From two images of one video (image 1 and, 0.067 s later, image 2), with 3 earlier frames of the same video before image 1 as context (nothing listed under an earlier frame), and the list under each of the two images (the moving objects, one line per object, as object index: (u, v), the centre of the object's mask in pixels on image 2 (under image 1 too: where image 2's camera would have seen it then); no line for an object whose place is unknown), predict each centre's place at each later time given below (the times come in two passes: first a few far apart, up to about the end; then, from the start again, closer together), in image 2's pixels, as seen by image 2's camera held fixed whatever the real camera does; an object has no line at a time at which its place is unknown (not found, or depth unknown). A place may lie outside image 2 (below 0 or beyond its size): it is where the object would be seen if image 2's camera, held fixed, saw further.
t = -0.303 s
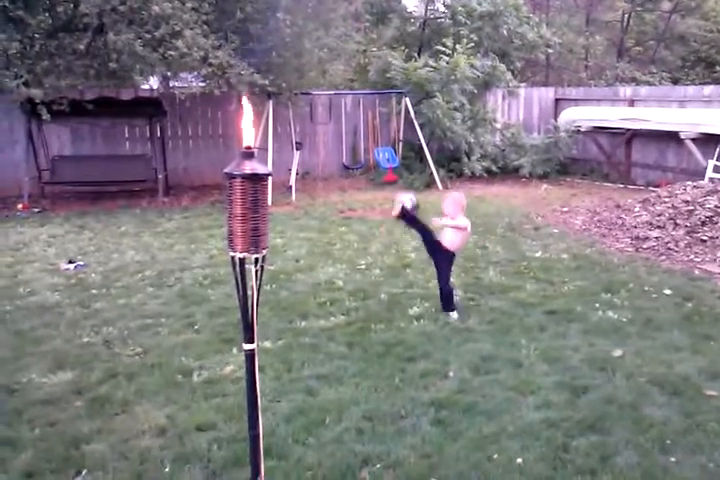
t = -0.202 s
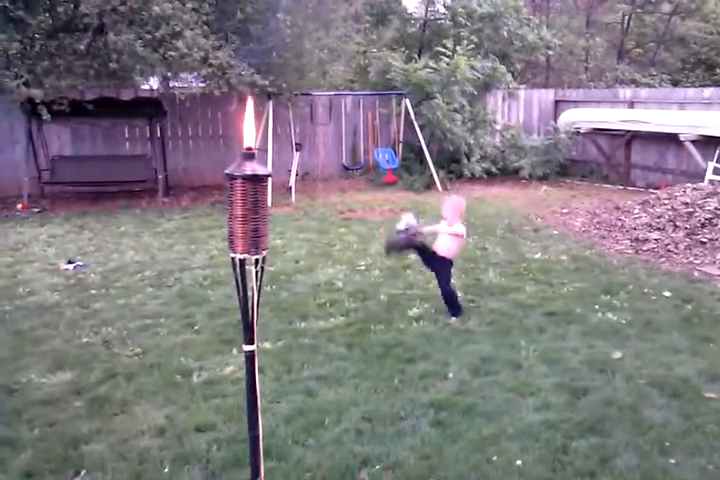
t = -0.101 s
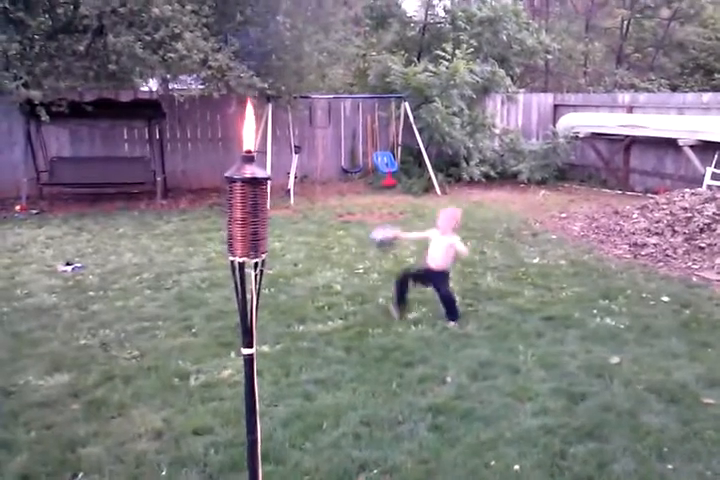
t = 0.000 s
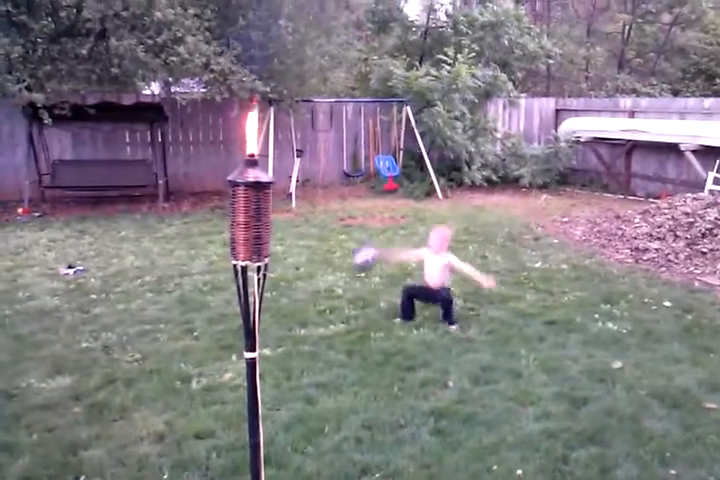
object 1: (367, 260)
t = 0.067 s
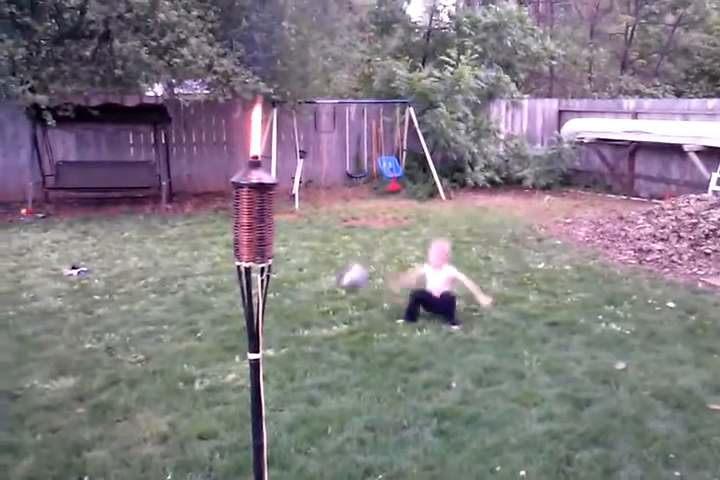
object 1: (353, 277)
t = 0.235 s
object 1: (317, 300)
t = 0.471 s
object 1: (277, 308)
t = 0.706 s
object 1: (240, 312)
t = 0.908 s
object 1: (218, 319)
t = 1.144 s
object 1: (203, 322)
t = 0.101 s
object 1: (346, 288)
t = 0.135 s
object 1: (338, 301)
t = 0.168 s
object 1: (330, 305)
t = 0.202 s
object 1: (323, 304)
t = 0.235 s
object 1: (317, 300)
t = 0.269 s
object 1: (311, 299)
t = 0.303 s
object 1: (305, 299)
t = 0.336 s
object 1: (298, 300)
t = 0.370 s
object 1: (292, 302)
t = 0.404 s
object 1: (286, 306)
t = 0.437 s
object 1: (279, 308)
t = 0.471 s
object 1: (277, 308)
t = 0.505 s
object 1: (272, 307)
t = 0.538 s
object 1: (268, 307)
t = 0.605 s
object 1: (249, 308)
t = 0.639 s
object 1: (244, 310)
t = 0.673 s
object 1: (243, 310)
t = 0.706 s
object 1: (240, 312)
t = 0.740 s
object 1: (237, 313)
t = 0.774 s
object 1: (233, 313)
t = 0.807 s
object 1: (230, 316)
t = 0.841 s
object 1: (225, 318)
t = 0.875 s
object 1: (221, 319)
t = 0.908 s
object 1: (218, 319)
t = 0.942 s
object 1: (217, 318)
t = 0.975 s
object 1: (214, 317)
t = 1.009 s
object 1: (212, 317)
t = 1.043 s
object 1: (209, 318)
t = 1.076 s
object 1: (207, 318)
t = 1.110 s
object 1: (205, 320)
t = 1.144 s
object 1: (203, 322)
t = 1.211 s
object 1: (198, 324)
